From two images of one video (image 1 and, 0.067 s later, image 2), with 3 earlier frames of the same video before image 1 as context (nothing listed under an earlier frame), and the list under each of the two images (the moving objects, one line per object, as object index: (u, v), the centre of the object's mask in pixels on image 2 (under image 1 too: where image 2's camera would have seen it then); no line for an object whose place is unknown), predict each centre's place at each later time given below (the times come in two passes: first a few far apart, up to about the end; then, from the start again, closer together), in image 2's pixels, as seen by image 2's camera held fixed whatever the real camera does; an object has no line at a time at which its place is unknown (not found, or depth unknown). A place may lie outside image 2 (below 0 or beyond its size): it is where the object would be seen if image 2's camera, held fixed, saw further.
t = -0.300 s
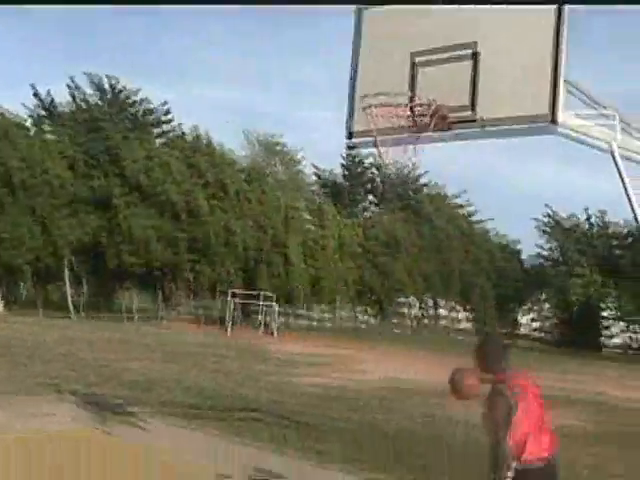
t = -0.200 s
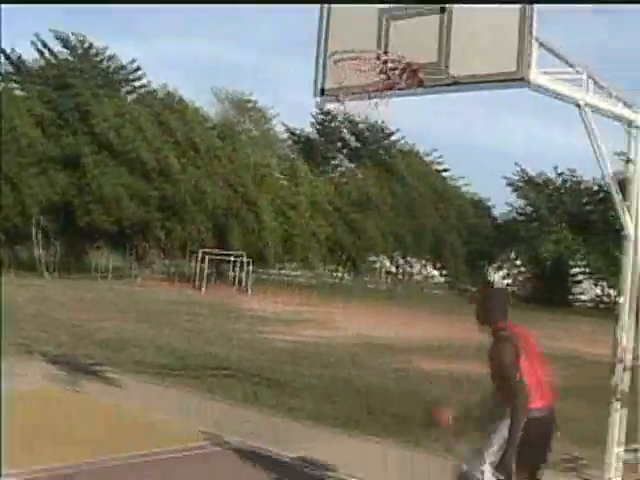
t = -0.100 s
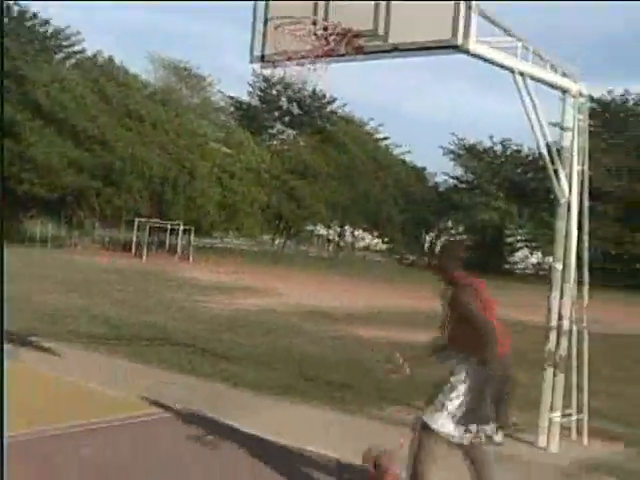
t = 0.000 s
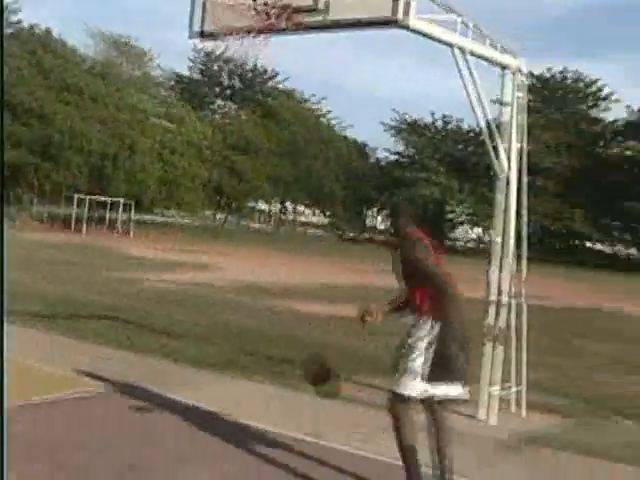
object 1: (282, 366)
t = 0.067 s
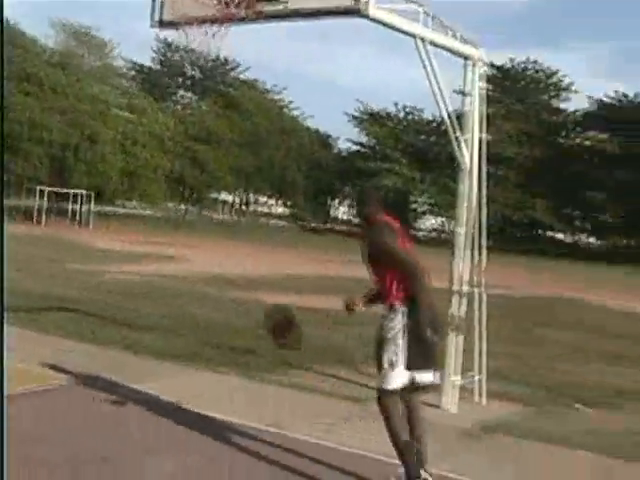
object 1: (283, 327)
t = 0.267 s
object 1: (270, 237)
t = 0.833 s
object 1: (231, 308)
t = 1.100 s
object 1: (203, 430)
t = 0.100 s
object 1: (281, 306)
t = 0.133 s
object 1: (280, 291)
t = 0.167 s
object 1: (278, 276)
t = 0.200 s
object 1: (276, 263)
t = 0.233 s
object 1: (275, 251)
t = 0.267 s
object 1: (270, 237)
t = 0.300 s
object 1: (269, 229)
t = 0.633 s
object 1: (250, 226)
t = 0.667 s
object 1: (247, 233)
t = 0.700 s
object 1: (243, 248)
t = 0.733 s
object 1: (241, 261)
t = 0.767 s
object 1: (237, 273)
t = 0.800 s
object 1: (235, 290)
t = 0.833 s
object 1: (231, 308)
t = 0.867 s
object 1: (228, 331)
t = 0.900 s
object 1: (223, 355)
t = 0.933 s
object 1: (219, 380)
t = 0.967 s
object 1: (213, 403)
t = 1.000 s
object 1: (210, 432)
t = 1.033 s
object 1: (205, 461)
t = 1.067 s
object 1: (201, 457)
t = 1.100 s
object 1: (203, 430)
